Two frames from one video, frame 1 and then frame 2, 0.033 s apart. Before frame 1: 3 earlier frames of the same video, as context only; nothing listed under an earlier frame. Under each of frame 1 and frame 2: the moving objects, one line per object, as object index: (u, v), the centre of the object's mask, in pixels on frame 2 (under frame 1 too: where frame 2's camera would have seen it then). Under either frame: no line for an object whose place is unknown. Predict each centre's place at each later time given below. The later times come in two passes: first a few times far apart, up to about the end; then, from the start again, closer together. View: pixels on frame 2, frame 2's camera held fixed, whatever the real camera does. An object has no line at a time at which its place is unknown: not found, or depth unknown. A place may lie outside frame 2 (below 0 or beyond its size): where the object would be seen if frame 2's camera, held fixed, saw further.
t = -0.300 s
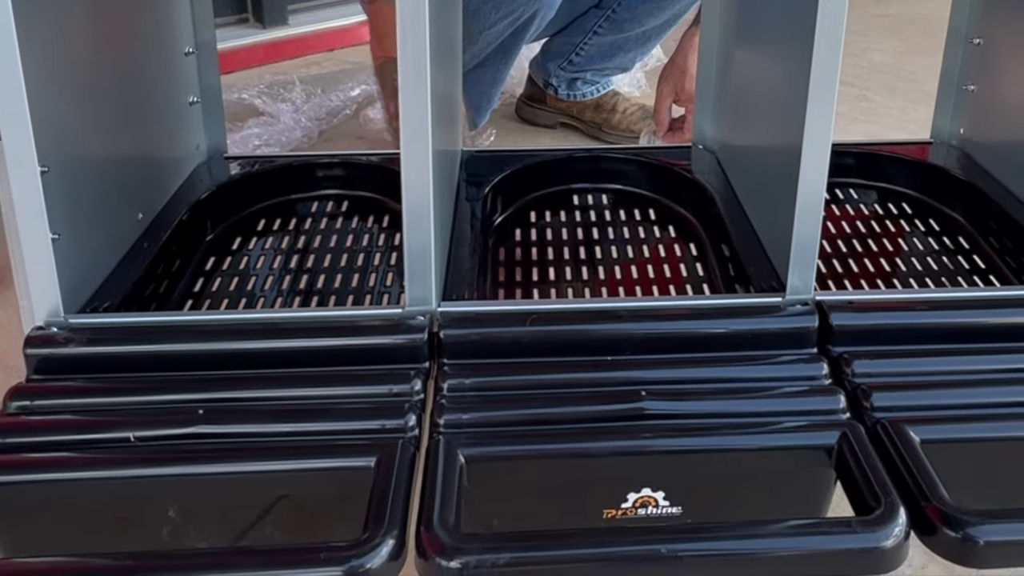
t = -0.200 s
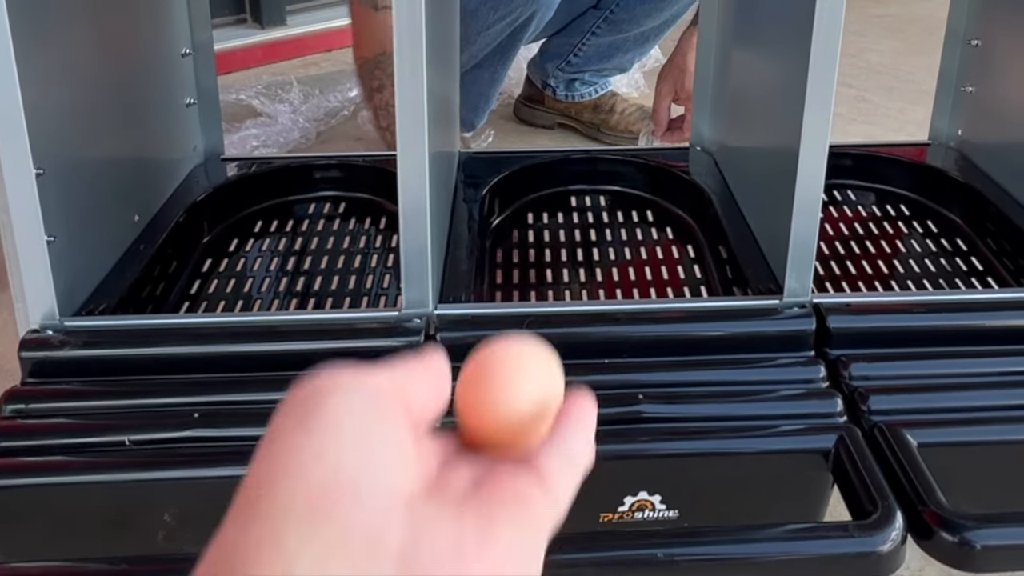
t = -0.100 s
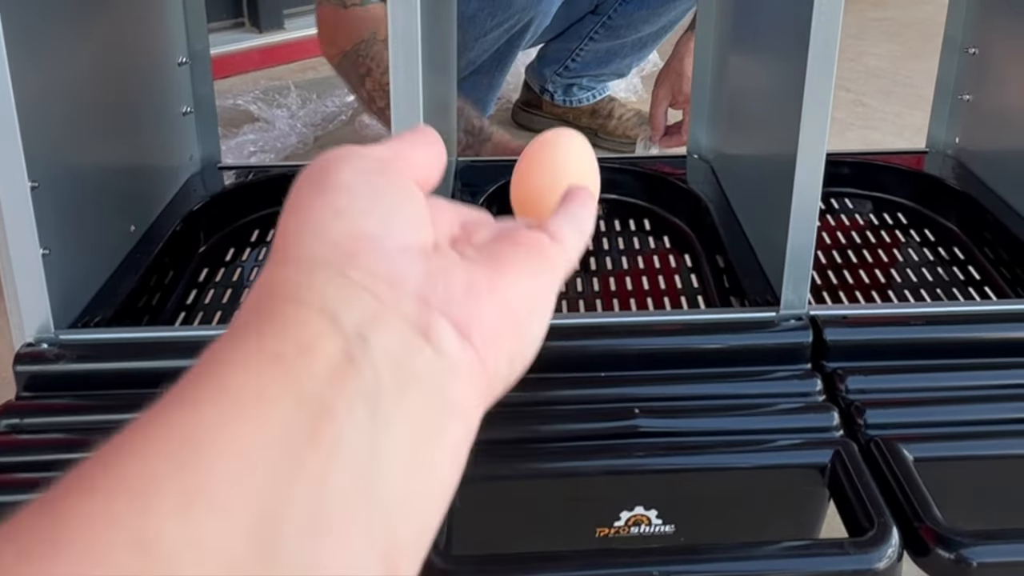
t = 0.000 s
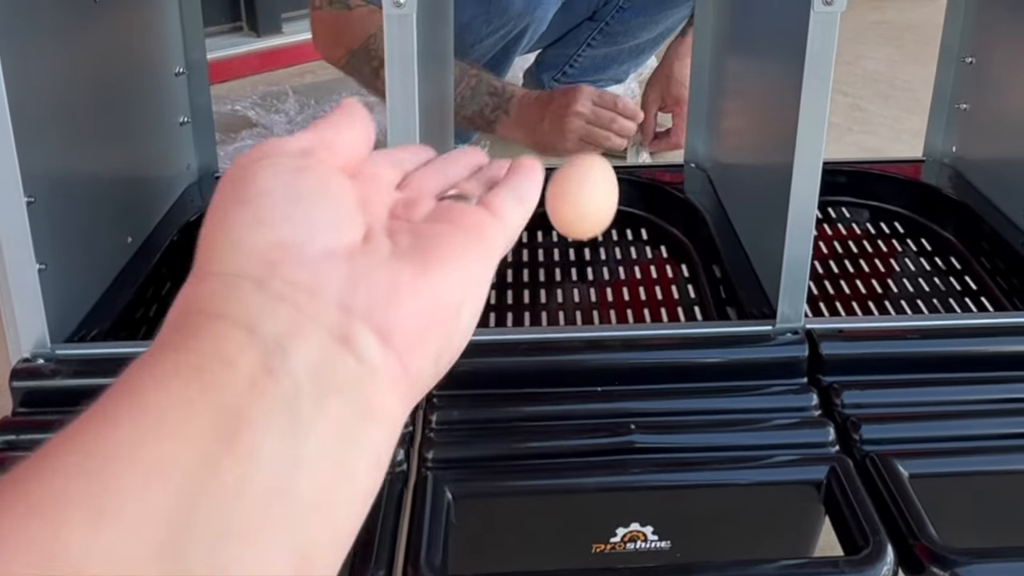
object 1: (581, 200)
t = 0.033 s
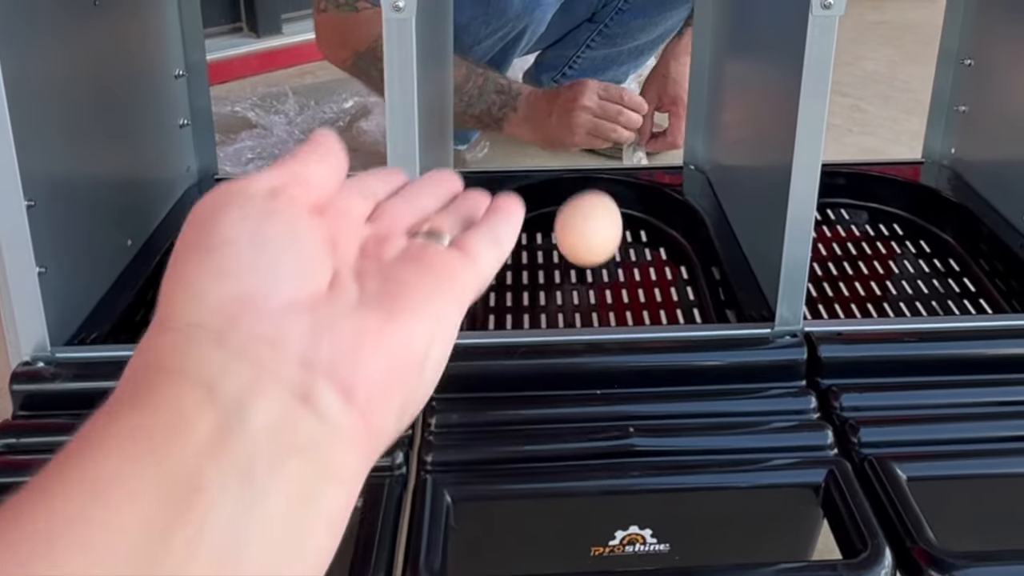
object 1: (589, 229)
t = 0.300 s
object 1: (555, 269)
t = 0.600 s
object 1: (585, 297)
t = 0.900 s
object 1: (595, 231)
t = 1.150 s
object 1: (577, 200)
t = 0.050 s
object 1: (592, 248)
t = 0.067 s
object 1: (595, 268)
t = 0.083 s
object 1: (598, 290)
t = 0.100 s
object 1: (600, 307)
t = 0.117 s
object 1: (597, 288)
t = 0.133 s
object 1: (593, 270)
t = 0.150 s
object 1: (589, 255)
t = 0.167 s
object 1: (586, 242)
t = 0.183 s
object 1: (582, 234)
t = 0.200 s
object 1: (578, 228)
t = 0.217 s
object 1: (574, 226)
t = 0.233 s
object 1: (570, 228)
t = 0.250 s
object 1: (566, 233)
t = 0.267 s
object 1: (562, 242)
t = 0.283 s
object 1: (559, 254)
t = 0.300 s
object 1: (555, 269)
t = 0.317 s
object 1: (551, 288)
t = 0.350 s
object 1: (549, 293)
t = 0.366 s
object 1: (550, 282)
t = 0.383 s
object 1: (551, 274)
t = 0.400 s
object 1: (553, 270)
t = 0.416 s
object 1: (554, 269)
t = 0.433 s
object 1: (555, 272)
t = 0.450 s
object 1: (556, 278)
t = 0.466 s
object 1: (558, 287)
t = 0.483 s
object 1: (559, 295)
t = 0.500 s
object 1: (563, 286)
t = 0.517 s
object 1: (567, 281)
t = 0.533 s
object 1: (571, 278)
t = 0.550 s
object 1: (575, 279)
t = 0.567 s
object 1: (578, 282)
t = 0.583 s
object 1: (582, 289)
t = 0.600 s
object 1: (585, 297)
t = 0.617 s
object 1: (587, 305)
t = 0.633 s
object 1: (589, 305)
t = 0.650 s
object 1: (590, 301)
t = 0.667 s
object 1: (589, 294)
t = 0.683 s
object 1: (589, 287)
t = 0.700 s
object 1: (589, 281)
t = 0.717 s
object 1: (590, 274)
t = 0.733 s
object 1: (590, 269)
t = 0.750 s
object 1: (591, 264)
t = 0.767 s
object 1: (591, 261)
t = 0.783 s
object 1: (592, 258)
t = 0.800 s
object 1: (593, 255)
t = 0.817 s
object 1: (594, 252)
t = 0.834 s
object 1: (594, 249)
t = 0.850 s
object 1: (595, 246)
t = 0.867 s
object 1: (595, 241)
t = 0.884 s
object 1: (596, 236)
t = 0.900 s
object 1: (595, 231)
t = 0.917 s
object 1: (595, 228)
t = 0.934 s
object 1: (594, 225)
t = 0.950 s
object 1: (593, 223)
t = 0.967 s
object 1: (592, 221)
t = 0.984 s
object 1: (590, 219)
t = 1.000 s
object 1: (588, 216)
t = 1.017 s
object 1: (585, 213)
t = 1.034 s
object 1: (584, 211)
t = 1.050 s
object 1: (581, 209)
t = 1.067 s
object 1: (579, 207)
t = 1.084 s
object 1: (578, 205)
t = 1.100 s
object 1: (578, 203)
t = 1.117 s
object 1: (577, 202)
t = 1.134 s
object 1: (577, 201)
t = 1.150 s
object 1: (577, 200)
